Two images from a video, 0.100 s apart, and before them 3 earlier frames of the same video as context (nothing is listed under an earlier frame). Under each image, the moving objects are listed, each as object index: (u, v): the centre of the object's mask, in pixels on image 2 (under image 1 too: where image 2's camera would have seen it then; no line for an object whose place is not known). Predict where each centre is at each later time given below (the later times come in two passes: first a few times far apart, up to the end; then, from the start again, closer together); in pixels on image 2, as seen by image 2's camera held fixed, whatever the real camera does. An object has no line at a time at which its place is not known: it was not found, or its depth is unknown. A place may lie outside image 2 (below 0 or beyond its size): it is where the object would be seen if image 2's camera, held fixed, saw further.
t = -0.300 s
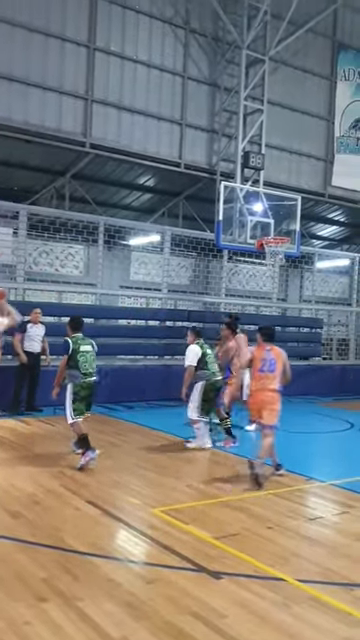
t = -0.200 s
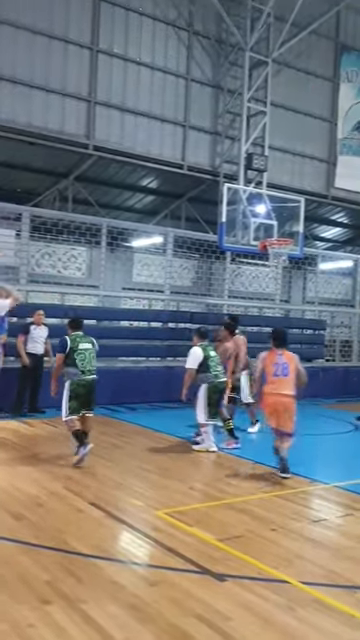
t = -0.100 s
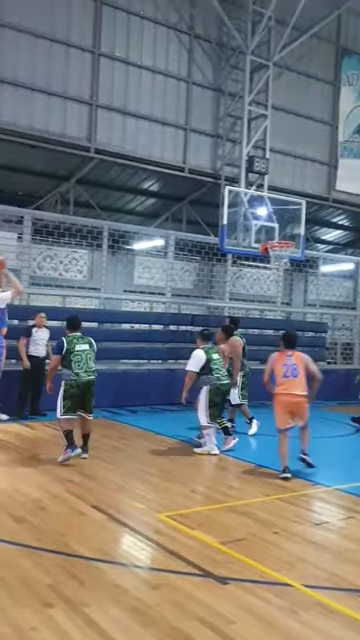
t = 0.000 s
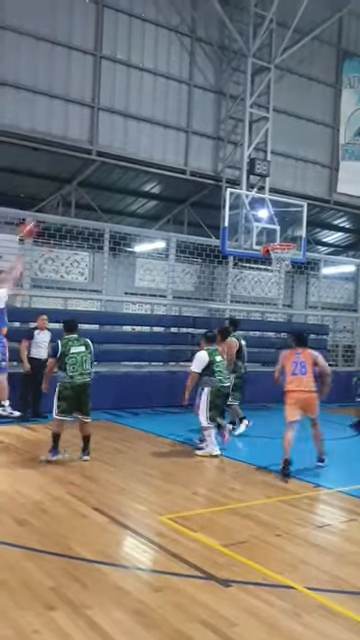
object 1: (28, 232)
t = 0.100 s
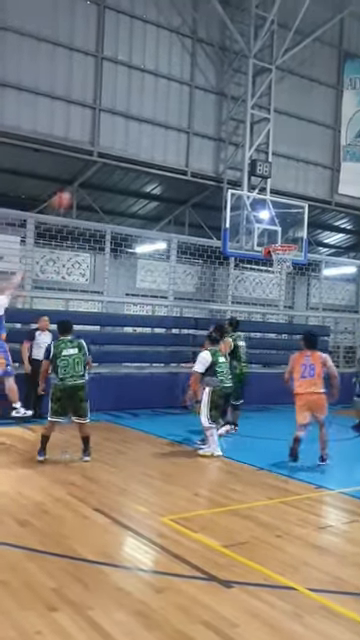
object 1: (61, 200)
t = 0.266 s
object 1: (112, 167)
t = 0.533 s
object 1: (181, 155)
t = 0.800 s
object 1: (239, 184)
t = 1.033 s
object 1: (282, 238)
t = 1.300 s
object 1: (288, 299)
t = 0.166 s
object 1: (82, 184)
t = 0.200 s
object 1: (92, 178)
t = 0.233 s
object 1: (101, 171)
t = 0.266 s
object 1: (112, 167)
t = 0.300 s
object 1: (117, 165)
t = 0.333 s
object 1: (131, 159)
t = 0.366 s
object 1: (140, 157)
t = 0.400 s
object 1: (150, 154)
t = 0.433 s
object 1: (157, 153)
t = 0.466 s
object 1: (165, 153)
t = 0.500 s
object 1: (172, 153)
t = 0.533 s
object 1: (181, 155)
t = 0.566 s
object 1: (189, 157)
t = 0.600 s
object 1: (196, 159)
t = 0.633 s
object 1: (204, 162)
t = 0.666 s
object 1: (212, 166)
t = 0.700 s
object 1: (219, 169)
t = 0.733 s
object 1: (227, 174)
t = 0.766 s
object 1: (233, 178)
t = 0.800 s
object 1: (239, 184)
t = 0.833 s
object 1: (245, 191)
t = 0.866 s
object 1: (251, 197)
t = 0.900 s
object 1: (257, 205)
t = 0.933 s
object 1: (263, 213)
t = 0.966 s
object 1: (271, 222)
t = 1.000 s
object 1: (277, 230)
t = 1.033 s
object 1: (282, 238)
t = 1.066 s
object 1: (287, 252)
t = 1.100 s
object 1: (291, 258)
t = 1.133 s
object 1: (289, 264)
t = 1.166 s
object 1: (290, 268)
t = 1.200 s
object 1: (289, 276)
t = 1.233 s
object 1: (289, 282)
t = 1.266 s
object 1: (290, 291)
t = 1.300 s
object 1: (288, 299)
